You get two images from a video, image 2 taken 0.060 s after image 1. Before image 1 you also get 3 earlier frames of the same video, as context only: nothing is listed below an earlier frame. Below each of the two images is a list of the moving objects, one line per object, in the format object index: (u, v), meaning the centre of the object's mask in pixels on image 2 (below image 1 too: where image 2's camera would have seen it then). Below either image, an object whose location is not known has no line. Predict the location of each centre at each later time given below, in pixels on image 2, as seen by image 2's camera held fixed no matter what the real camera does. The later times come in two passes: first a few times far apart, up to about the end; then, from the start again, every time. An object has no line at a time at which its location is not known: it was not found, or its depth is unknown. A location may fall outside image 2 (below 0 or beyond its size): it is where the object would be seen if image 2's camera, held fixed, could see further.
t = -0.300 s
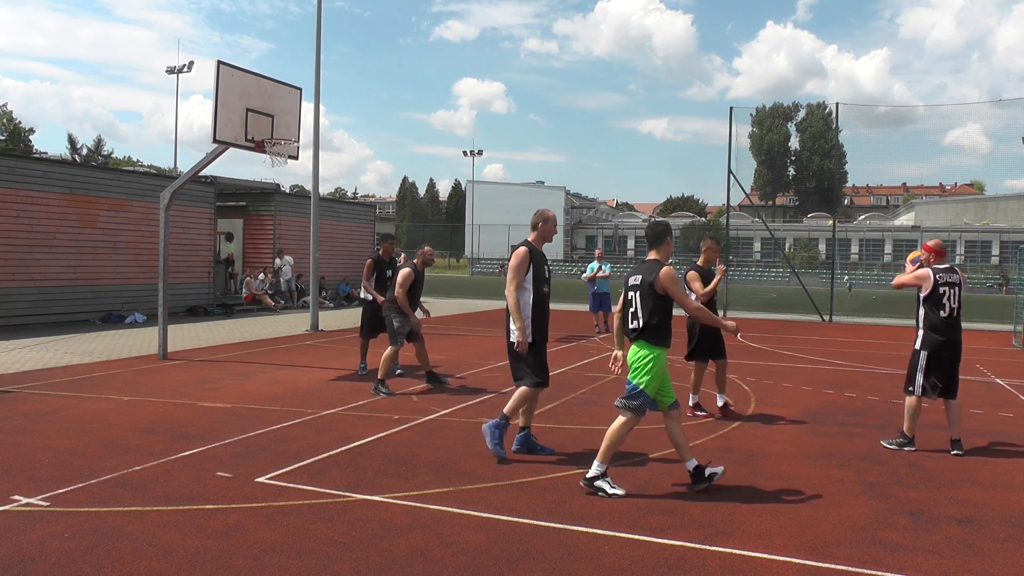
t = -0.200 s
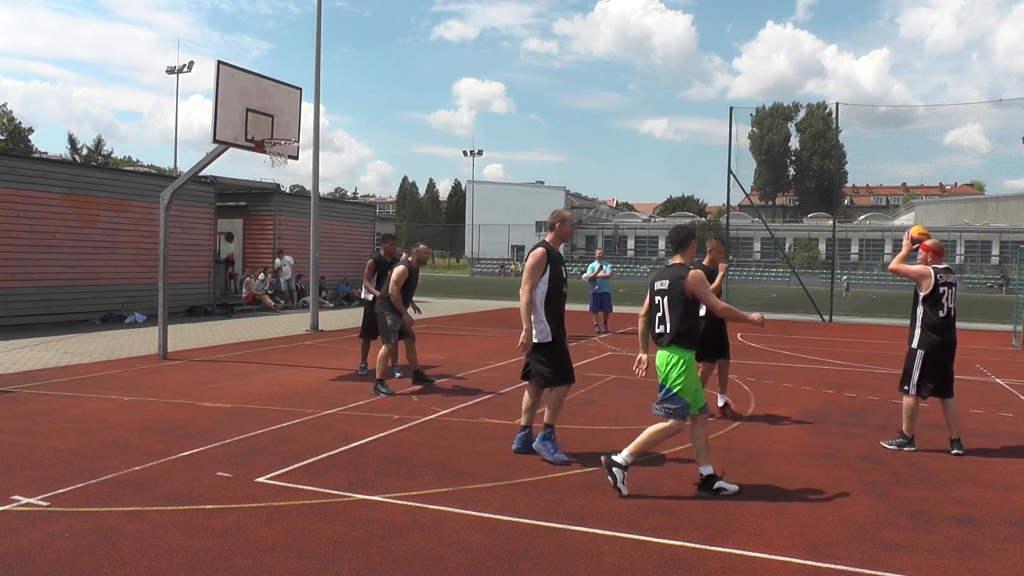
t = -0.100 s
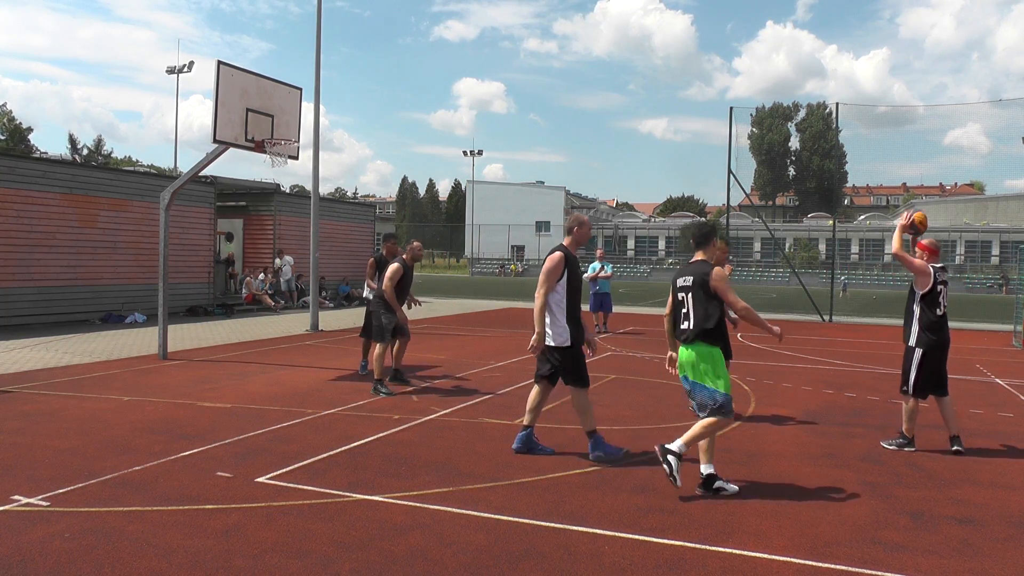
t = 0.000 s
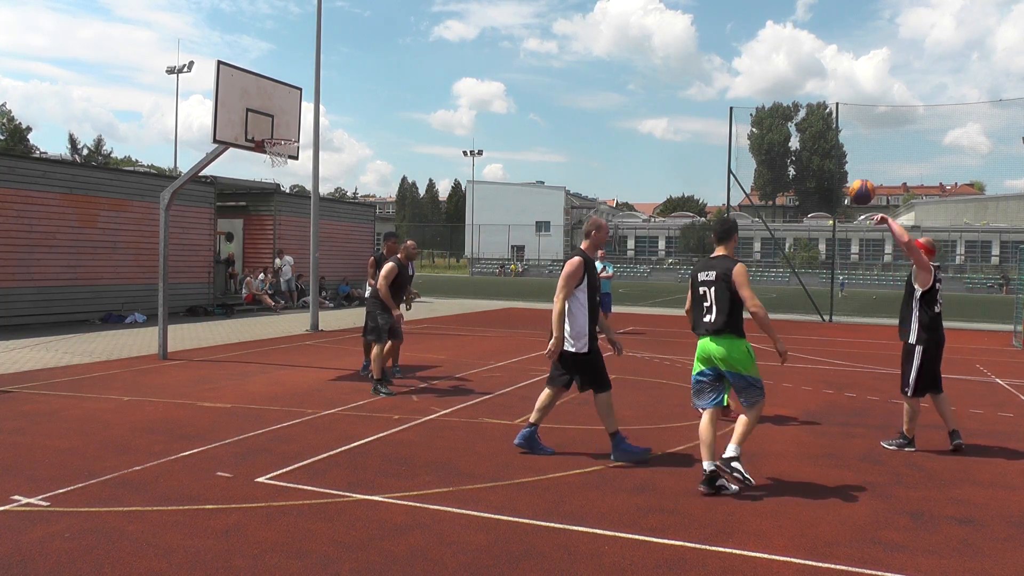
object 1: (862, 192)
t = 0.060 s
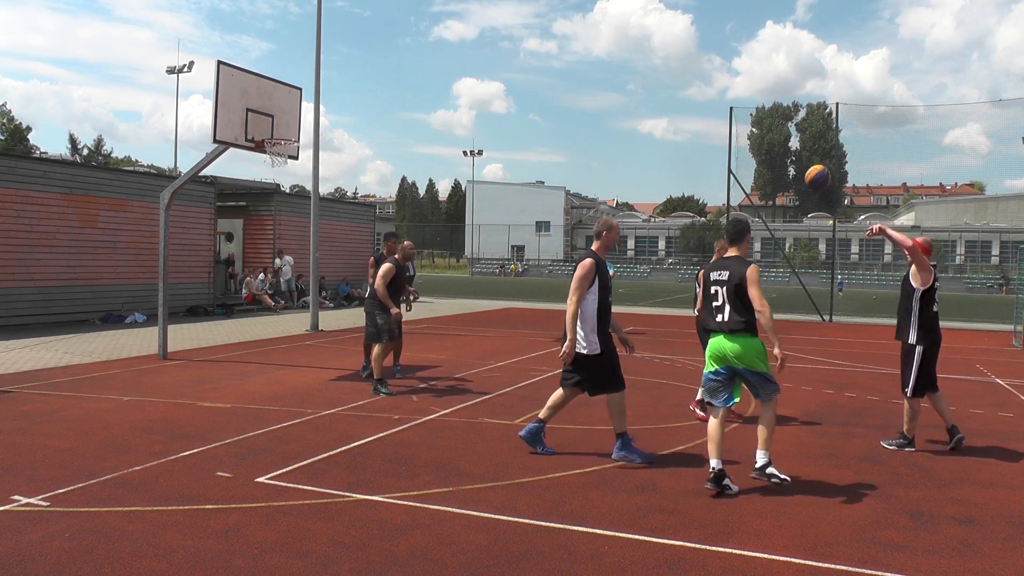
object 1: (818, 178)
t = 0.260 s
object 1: (675, 162)
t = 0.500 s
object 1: (514, 196)
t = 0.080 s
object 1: (803, 173)
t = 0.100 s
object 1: (788, 170)
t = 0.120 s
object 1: (774, 168)
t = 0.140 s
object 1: (759, 166)
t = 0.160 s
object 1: (746, 164)
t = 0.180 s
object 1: (731, 163)
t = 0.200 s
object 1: (717, 162)
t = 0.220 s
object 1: (703, 162)
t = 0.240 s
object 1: (689, 161)
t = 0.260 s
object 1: (675, 162)
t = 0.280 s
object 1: (661, 163)
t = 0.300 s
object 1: (647, 164)
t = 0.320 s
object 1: (633, 165)
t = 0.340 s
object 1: (620, 167)
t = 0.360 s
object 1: (606, 170)
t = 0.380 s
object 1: (593, 172)
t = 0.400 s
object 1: (579, 175)
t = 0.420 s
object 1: (566, 178)
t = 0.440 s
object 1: (553, 182)
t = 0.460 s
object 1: (540, 187)
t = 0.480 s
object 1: (527, 191)
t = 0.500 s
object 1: (514, 196)
